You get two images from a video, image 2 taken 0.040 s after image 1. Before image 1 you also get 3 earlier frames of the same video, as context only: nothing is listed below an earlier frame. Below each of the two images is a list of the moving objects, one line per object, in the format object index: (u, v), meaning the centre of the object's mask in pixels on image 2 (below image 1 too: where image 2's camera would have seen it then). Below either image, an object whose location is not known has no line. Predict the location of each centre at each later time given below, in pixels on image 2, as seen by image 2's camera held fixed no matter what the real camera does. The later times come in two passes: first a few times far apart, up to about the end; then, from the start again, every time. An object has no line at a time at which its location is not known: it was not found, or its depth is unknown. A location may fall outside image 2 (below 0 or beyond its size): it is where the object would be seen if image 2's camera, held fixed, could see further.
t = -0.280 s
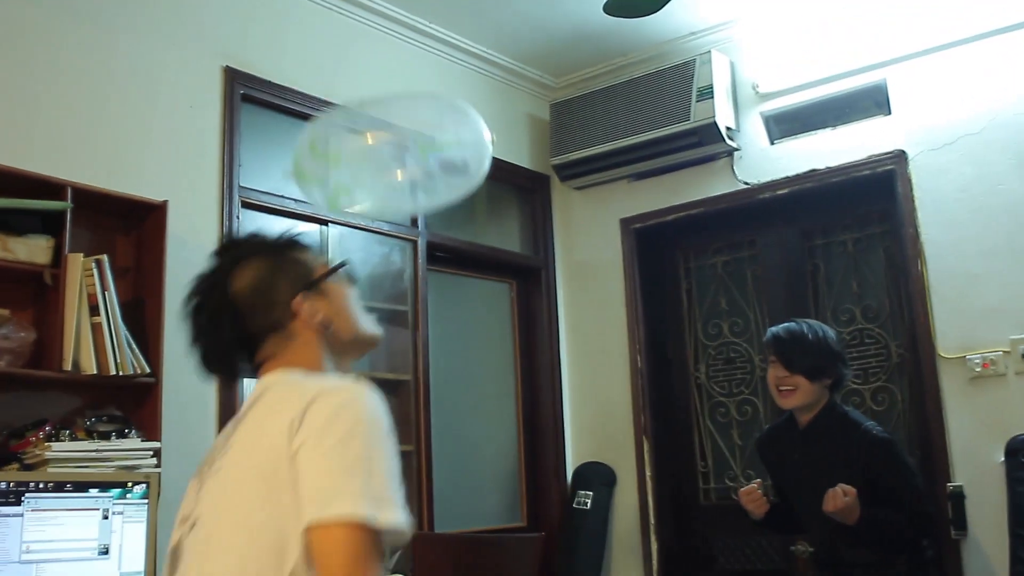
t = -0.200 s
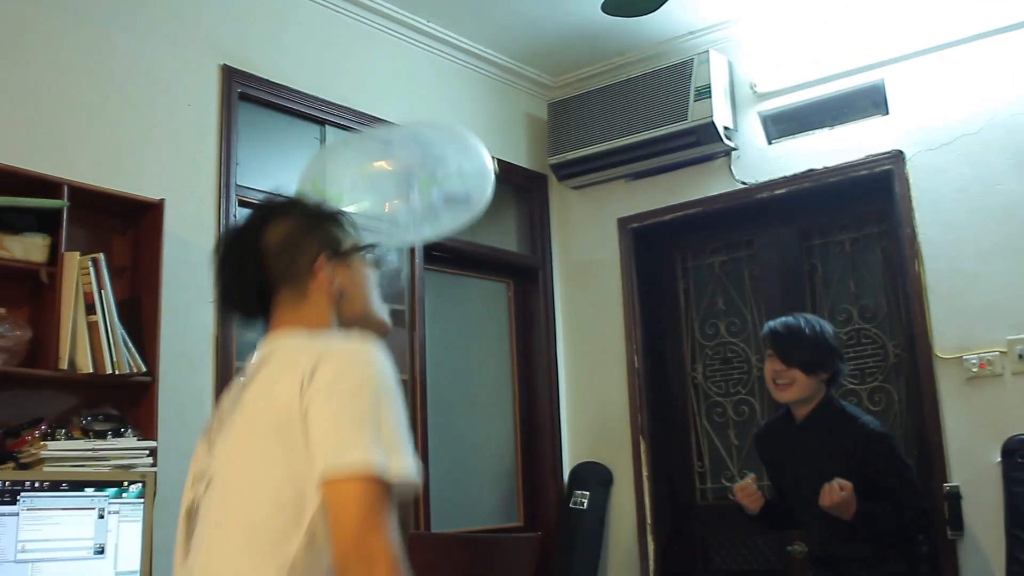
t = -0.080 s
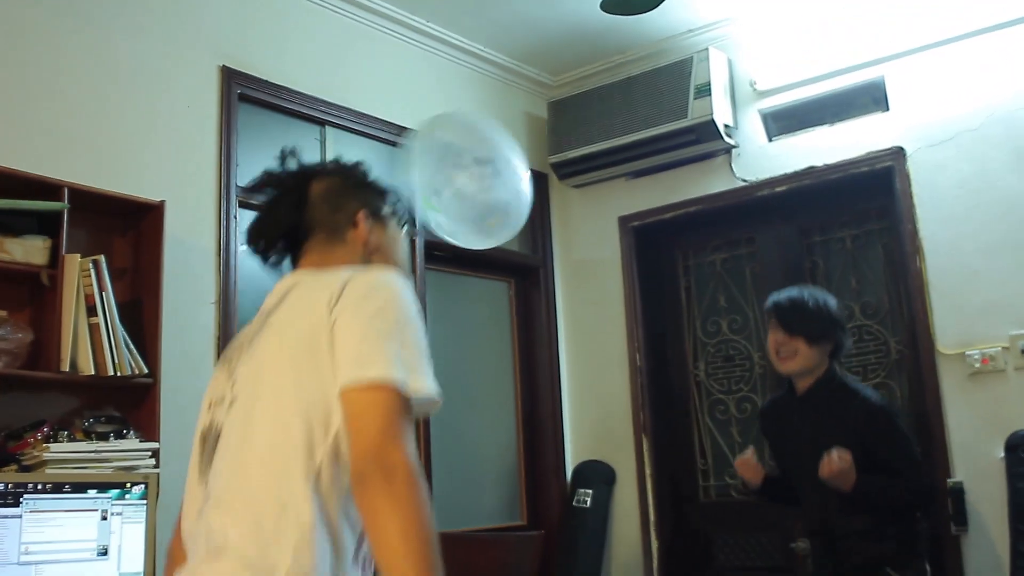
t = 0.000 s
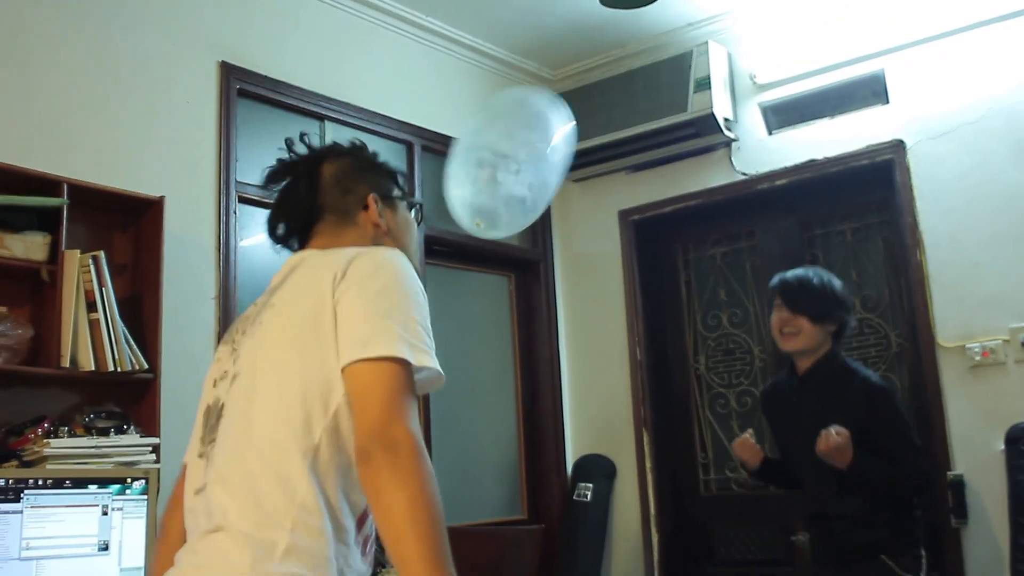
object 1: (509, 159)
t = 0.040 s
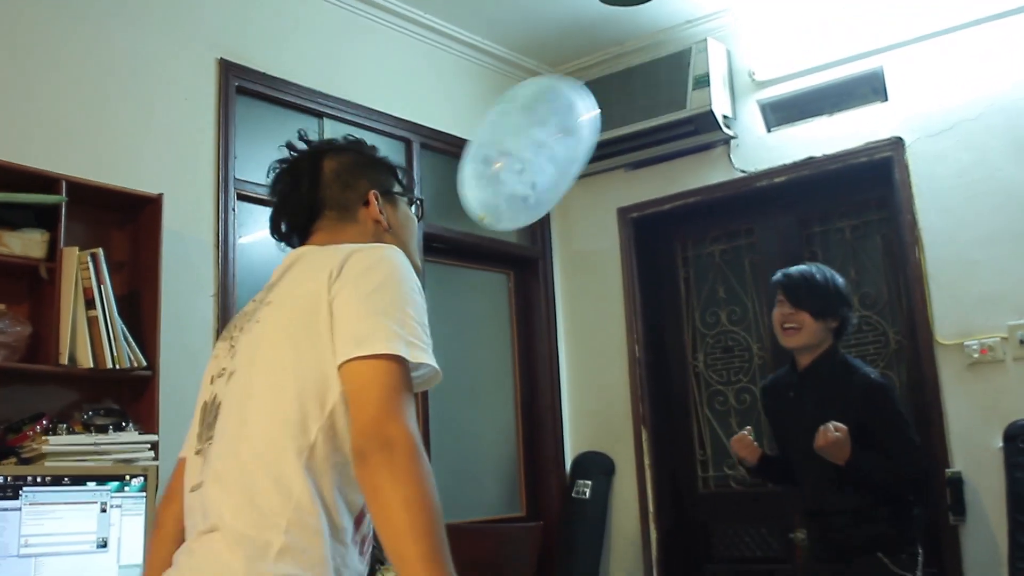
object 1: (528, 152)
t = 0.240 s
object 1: (620, 130)
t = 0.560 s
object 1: (707, 163)
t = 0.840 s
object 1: (752, 223)
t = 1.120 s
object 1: (772, 301)
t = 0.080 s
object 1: (548, 146)
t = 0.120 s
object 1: (567, 140)
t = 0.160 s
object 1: (586, 135)
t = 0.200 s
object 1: (604, 132)
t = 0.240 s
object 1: (620, 130)
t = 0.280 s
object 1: (634, 130)
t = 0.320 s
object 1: (647, 131)
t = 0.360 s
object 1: (659, 133)
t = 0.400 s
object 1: (670, 137)
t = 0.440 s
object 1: (681, 141)
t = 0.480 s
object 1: (691, 147)
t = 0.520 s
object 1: (699, 155)
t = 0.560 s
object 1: (707, 163)
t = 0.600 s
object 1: (715, 171)
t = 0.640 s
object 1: (723, 179)
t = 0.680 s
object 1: (730, 187)
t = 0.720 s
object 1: (736, 195)
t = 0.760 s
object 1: (742, 203)
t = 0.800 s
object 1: (748, 213)
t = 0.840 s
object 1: (752, 223)
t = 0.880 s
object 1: (756, 232)
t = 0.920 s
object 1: (760, 242)
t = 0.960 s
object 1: (763, 253)
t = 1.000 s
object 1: (766, 265)
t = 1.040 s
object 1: (768, 276)
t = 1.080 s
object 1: (770, 289)
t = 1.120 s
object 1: (772, 301)
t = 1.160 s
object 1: (773, 313)
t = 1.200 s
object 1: (775, 326)
